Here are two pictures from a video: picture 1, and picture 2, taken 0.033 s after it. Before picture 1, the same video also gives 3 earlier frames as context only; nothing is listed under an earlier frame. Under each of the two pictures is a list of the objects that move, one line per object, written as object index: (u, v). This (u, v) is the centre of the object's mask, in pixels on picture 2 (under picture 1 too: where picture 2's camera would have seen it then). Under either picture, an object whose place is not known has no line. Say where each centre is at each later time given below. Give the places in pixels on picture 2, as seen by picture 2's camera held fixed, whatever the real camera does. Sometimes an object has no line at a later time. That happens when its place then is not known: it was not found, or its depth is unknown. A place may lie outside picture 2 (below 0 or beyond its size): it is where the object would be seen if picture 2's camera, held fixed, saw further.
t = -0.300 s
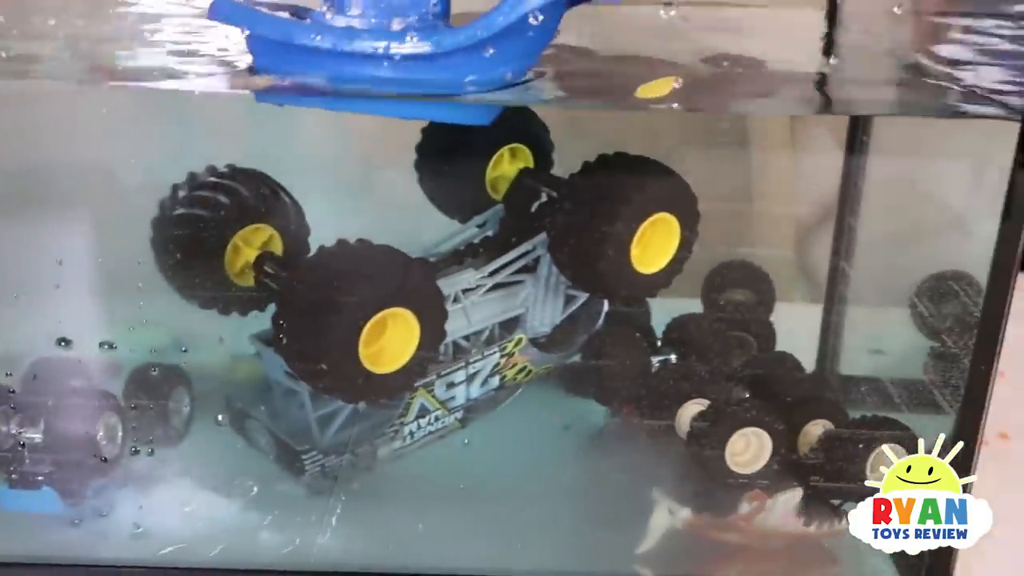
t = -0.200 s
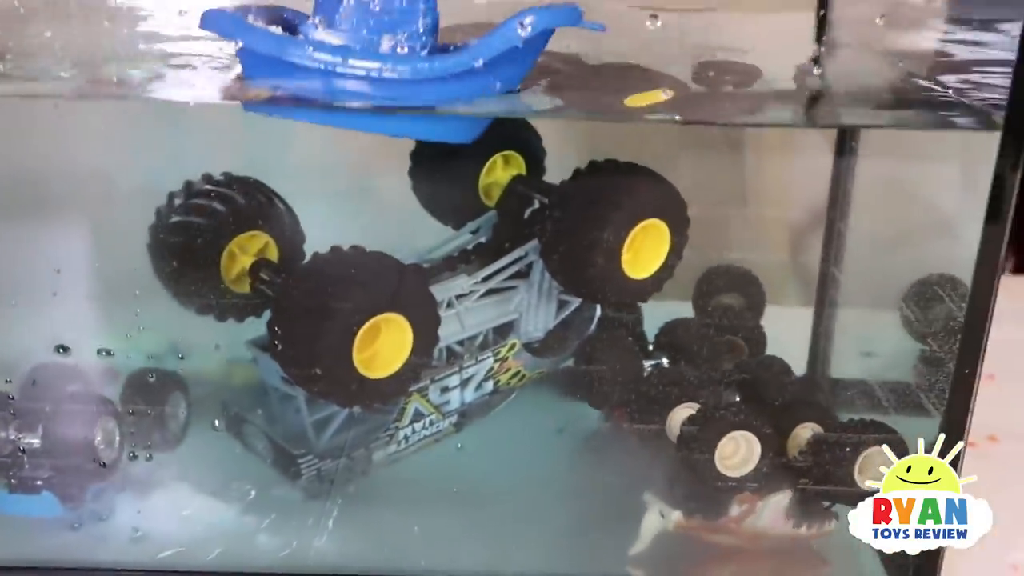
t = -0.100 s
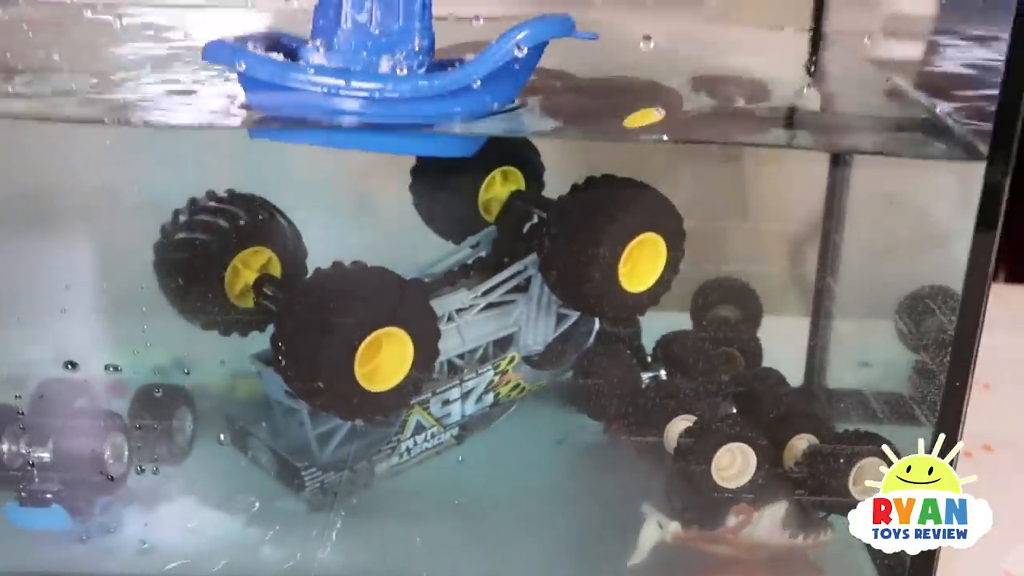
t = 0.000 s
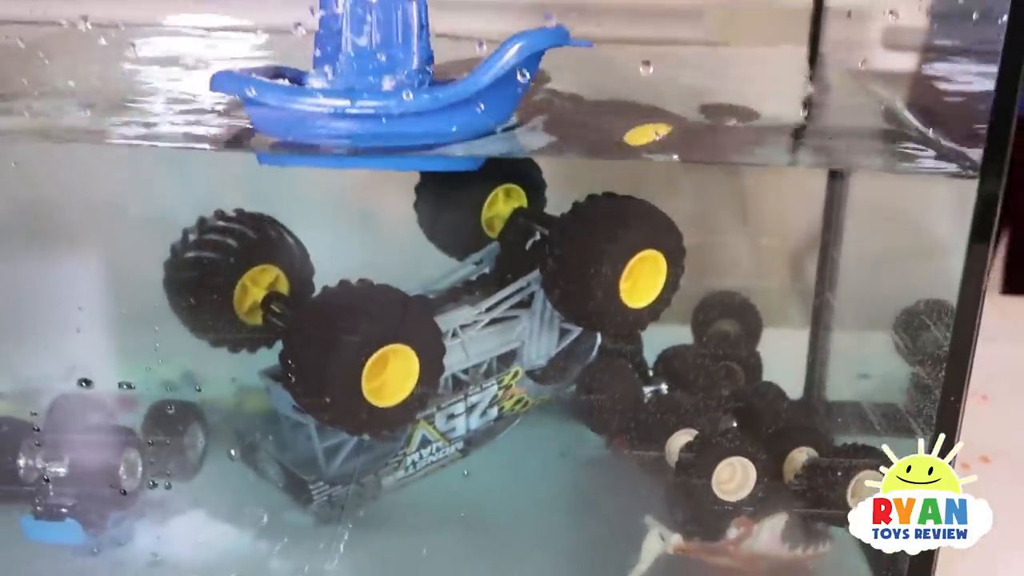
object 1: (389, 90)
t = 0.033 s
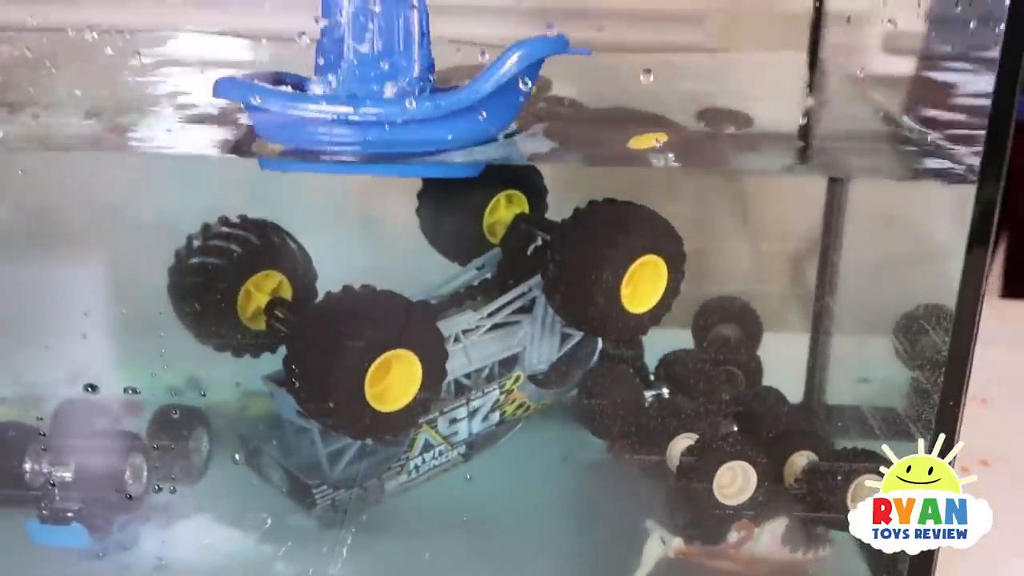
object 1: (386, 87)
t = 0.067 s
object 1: (383, 85)
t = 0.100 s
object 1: (381, 83)
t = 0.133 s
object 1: (381, 81)
